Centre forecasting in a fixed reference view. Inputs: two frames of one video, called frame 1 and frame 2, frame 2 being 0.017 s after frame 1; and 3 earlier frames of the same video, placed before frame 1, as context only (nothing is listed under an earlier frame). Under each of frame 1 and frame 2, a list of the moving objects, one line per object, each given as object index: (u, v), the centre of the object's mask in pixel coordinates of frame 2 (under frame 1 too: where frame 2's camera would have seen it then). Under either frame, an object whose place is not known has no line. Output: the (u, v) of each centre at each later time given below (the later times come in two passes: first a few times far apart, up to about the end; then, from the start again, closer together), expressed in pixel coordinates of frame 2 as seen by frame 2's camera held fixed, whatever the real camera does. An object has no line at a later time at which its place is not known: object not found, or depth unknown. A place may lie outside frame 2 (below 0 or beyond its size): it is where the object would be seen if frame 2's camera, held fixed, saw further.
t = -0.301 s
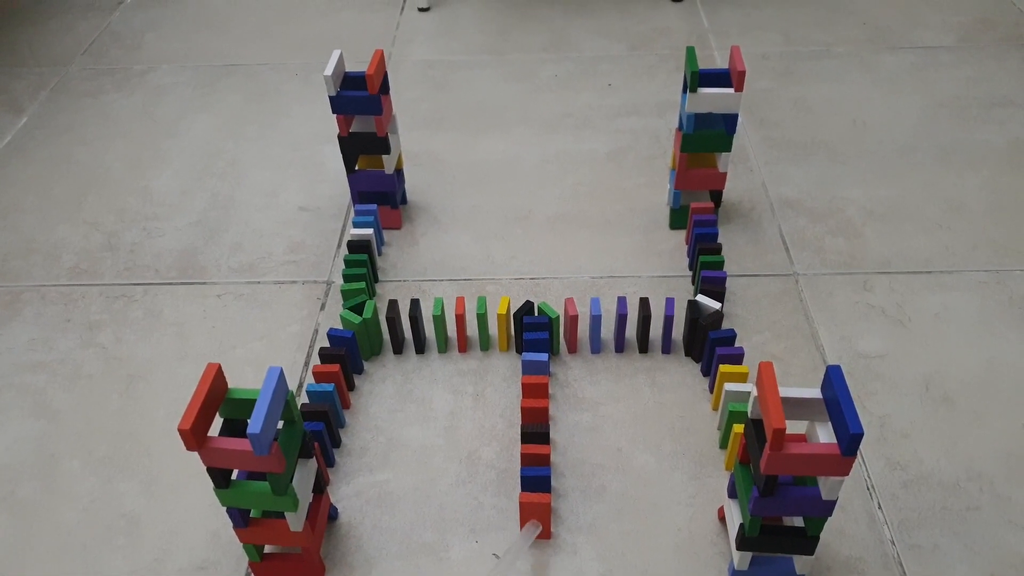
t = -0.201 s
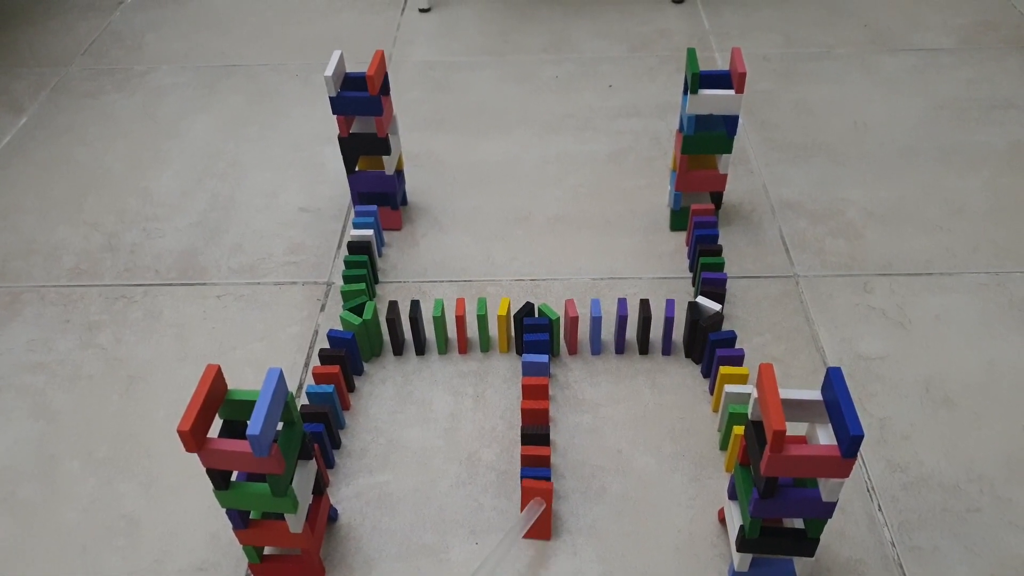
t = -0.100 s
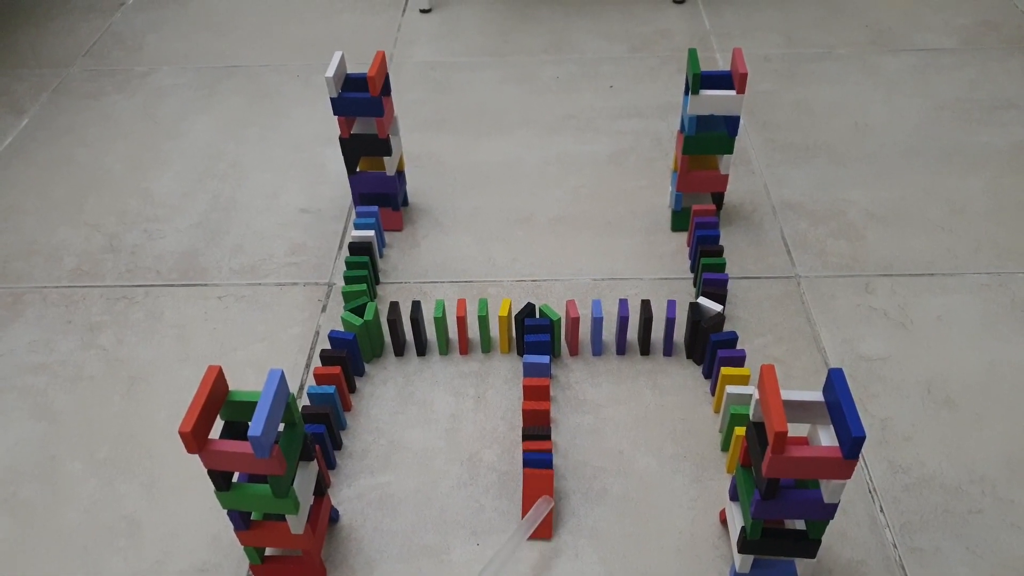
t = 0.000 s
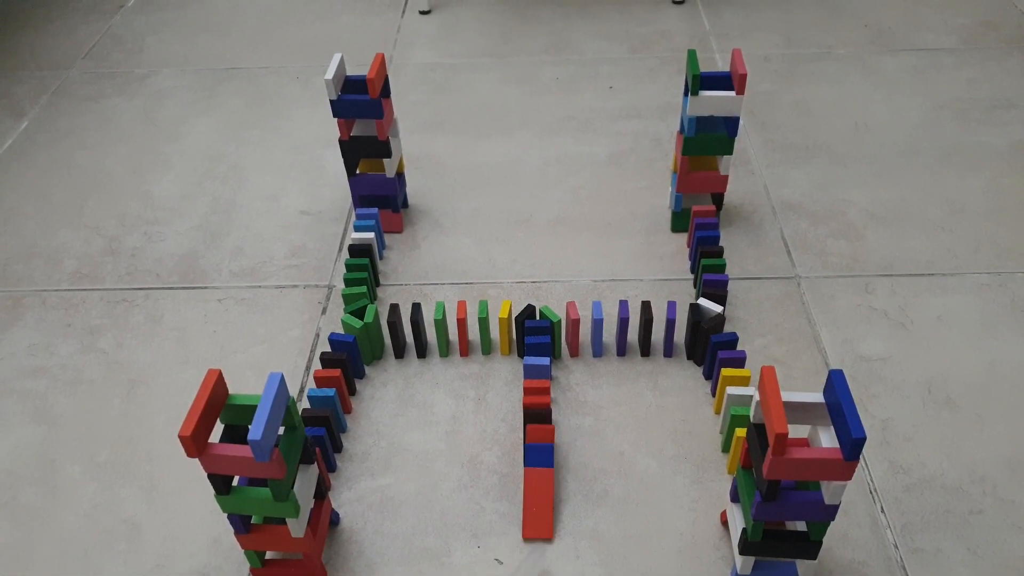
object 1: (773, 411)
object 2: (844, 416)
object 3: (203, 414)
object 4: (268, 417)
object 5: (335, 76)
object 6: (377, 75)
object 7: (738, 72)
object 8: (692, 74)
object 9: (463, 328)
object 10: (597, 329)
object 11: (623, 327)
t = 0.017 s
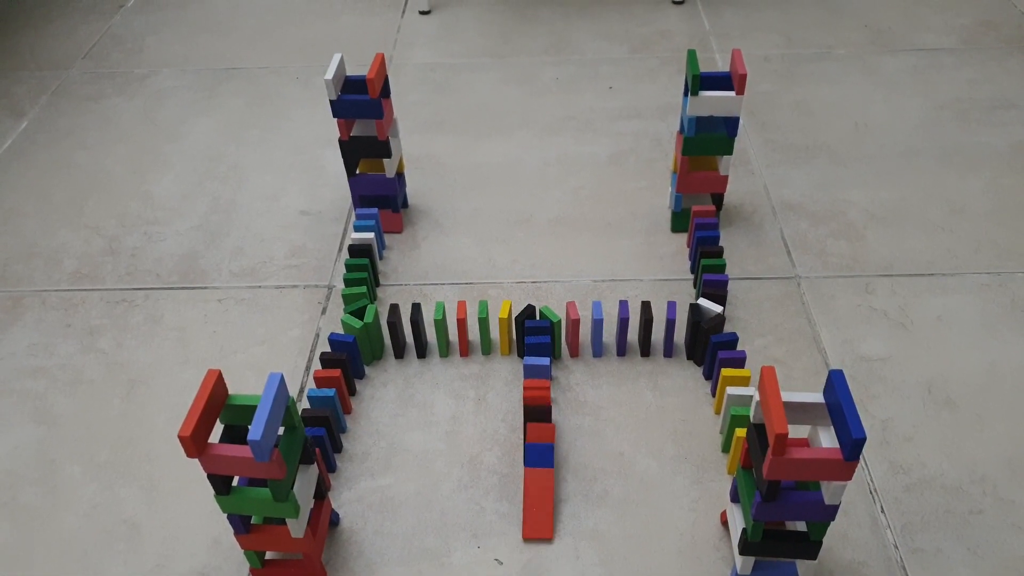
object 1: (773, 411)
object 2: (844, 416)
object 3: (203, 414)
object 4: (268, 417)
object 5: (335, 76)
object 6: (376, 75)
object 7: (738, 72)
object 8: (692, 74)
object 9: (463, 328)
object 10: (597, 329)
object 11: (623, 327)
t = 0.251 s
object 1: (773, 411)
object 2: (844, 416)
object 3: (204, 413)
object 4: (269, 417)
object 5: (335, 76)
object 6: (376, 75)
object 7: (738, 72)
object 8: (692, 74)
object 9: (452, 329)
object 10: (613, 332)
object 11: (631, 329)
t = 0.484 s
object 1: (773, 411)
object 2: (844, 416)
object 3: (204, 413)
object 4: (269, 417)
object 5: (335, 76)
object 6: (376, 75)
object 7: (738, 72)
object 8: (692, 74)
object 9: (429, 337)
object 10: (627, 341)
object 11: (658, 339)
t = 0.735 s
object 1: (763, 375)
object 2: (829, 376)
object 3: (222, 383)
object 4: (285, 382)
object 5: (333, 90)
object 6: (375, 89)
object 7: (741, 82)
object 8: (694, 83)
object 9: (430, 337)
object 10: (627, 341)
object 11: (657, 339)
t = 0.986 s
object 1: (713, 343)
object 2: (781, 320)
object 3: (303, 367)
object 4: (371, 357)
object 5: (343, 293)
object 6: (403, 309)
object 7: (771, 280)
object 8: (700, 292)
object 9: (436, 339)
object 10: (626, 337)
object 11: (648, 335)
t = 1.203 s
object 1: (701, 353)
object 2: (857, 260)
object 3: (273, 316)
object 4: (391, 362)
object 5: (301, 357)
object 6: (410, 350)
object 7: (884, 403)
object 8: (644, 300)
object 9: (444, 344)
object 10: (609, 334)
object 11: (636, 325)
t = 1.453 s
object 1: (686, 376)
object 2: (866, 254)
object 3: (260, 320)
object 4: (398, 368)
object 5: (248, 375)
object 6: (413, 355)
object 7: (907, 417)
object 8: (612, 294)
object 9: (444, 344)
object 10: (603, 336)
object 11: (637, 326)
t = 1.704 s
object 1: (685, 376)
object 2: (866, 254)
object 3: (260, 321)
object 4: (399, 365)
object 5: (248, 375)
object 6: (434, 370)
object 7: (908, 417)
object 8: (612, 295)
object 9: (443, 344)
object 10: (603, 337)
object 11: (637, 327)
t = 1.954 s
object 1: (685, 376)
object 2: (866, 253)
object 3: (259, 319)
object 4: (399, 364)
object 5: (248, 373)
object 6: (436, 371)
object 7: (908, 417)
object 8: (611, 294)
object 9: (442, 344)
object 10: (602, 336)
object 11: (636, 326)
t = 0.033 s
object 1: (773, 411)
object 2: (844, 416)
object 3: (203, 414)
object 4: (268, 417)
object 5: (335, 76)
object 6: (376, 75)
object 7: (738, 72)
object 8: (692, 74)
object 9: (463, 328)
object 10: (597, 329)
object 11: (623, 328)
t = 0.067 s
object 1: (773, 411)
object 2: (844, 416)
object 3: (203, 413)
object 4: (268, 417)
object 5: (335, 76)
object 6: (376, 75)
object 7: (738, 72)
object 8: (692, 74)
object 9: (463, 328)
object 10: (597, 329)
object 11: (623, 328)
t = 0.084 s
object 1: (773, 411)
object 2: (844, 415)
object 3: (203, 413)
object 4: (268, 417)
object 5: (335, 76)
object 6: (377, 75)
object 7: (738, 72)
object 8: (692, 74)
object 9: (463, 328)
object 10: (597, 329)
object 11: (623, 327)
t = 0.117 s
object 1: (773, 411)
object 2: (844, 416)
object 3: (203, 413)
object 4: (268, 417)
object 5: (335, 76)
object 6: (376, 75)
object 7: (738, 72)
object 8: (692, 74)
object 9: (462, 328)
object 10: (597, 329)
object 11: (623, 327)
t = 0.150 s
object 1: (773, 411)
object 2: (844, 416)
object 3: (204, 413)
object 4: (268, 417)
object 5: (335, 76)
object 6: (377, 75)
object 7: (738, 72)
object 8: (692, 74)
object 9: (462, 328)
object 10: (597, 329)
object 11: (623, 327)
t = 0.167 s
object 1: (773, 411)
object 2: (844, 416)
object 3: (204, 413)
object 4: (269, 417)
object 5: (335, 76)
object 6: (376, 75)
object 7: (738, 72)
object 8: (692, 74)
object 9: (462, 328)
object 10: (597, 329)
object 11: (623, 327)
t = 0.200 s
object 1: (773, 411)
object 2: (844, 416)
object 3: (204, 413)
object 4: (269, 417)
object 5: (335, 76)
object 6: (376, 75)
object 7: (738, 72)
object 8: (692, 74)
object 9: (462, 328)
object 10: (603, 331)
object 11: (622, 328)
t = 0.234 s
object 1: (773, 411)
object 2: (844, 416)
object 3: (204, 413)
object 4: (269, 417)
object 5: (335, 76)
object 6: (376, 75)
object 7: (738, 72)
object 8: (692, 74)
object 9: (456, 329)
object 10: (610, 331)
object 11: (626, 329)
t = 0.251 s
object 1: (773, 411)
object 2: (844, 416)
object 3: (204, 413)
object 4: (269, 417)
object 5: (335, 76)
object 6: (376, 75)
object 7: (738, 72)
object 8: (692, 74)
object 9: (452, 329)
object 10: (613, 332)
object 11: (631, 329)
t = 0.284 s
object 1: (773, 411)
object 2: (844, 416)
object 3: (204, 413)
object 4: (269, 417)
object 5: (335, 76)
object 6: (376, 75)
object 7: (738, 72)
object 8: (692, 74)
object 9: (445, 330)
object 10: (619, 334)
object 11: (639, 331)
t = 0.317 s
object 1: (773, 411)
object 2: (844, 416)
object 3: (204, 413)
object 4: (269, 417)
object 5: (335, 76)
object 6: (376, 75)
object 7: (738, 72)
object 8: (692, 74)
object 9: (438, 331)
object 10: (623, 337)
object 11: (647, 331)
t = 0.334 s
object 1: (773, 411)
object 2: (844, 416)
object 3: (204, 413)
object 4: (269, 417)
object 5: (335, 76)
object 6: (376, 75)
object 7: (738, 72)
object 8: (692, 74)
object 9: (436, 332)
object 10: (624, 338)
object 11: (649, 333)
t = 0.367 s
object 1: (773, 411)
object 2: (844, 416)
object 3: (204, 413)
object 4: (269, 417)
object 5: (335, 76)
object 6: (376, 75)
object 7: (738, 72)
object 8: (692, 74)
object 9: (432, 334)
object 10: (625, 339)
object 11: (652, 335)
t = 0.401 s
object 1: (773, 411)
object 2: (844, 416)
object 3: (204, 413)
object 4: (269, 417)
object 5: (335, 76)
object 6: (376, 75)
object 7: (738, 72)
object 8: (692, 75)
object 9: (430, 336)
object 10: (627, 341)
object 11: (655, 337)
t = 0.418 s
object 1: (773, 411)
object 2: (844, 416)
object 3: (204, 413)
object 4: (269, 417)
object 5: (335, 76)
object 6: (376, 75)
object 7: (738, 72)
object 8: (692, 74)
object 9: (430, 337)
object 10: (627, 341)
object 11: (656, 338)
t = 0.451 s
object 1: (773, 411)
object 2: (844, 416)
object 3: (204, 413)
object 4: (269, 417)
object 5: (335, 76)
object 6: (376, 75)
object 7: (738, 72)
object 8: (692, 74)
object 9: (429, 337)
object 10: (627, 341)
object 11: (658, 339)
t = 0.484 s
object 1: (773, 411)
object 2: (844, 416)
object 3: (204, 413)
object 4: (269, 417)
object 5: (335, 76)
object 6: (376, 75)
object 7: (738, 72)
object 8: (692, 74)
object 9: (429, 337)
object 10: (627, 341)
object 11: (658, 339)
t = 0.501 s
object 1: (773, 411)
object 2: (844, 416)
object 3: (204, 413)
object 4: (269, 417)
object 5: (335, 76)
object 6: (376, 75)
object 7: (738, 72)
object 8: (692, 74)
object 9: (429, 337)
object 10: (627, 342)
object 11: (658, 339)
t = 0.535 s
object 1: (773, 411)
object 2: (844, 416)
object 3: (204, 413)
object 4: (268, 417)
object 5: (335, 76)
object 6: (377, 75)
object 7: (739, 72)
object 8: (692, 74)
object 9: (429, 337)
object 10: (627, 341)
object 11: (658, 339)
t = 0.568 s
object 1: (773, 411)
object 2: (844, 416)
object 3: (203, 413)
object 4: (268, 417)
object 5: (335, 76)
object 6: (377, 75)
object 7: (738, 71)
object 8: (692, 74)
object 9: (429, 337)
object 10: (627, 341)
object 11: (658, 339)
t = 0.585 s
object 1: (773, 411)
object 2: (844, 416)
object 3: (203, 413)
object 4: (268, 417)
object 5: (335, 76)
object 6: (377, 75)
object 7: (738, 71)
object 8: (692, 74)
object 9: (429, 337)
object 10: (627, 341)
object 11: (658, 339)
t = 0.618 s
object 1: (773, 409)
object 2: (842, 412)
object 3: (204, 412)
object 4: (268, 416)
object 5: (335, 76)
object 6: (377, 75)
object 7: (738, 71)
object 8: (692, 74)
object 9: (429, 337)
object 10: (627, 341)
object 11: (658, 339)
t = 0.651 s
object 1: (771, 402)
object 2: (841, 406)
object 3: (207, 407)
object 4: (270, 410)
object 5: (335, 78)
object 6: (376, 77)
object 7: (738, 72)
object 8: (692, 75)
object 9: (429, 337)
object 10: (627, 341)
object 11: (658, 339)
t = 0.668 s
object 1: (770, 399)
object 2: (839, 402)
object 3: (208, 403)
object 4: (272, 406)
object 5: (334, 79)
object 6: (376, 78)
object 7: (739, 73)
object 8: (692, 75)
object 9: (429, 337)
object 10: (627, 341)
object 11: (658, 339)
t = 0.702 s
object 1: (767, 387)
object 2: (835, 390)
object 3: (214, 393)
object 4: (277, 394)
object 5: (334, 83)
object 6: (375, 82)
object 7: (740, 76)
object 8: (693, 78)
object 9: (429, 337)
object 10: (627, 341)
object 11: (657, 339)
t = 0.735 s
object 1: (763, 375)
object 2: (829, 376)
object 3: (222, 383)
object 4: (285, 382)
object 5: (333, 90)
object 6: (375, 89)
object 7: (741, 82)
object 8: (694, 83)
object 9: (430, 337)
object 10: (627, 341)
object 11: (657, 339)
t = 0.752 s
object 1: (761, 368)
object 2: (825, 369)
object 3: (227, 379)
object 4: (289, 378)
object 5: (332, 95)
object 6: (374, 94)
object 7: (742, 87)
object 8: (695, 87)
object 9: (430, 337)
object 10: (627, 341)
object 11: (657, 339)
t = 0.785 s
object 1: (754, 354)
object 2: (815, 354)
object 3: (240, 381)
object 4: (300, 376)
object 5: (331, 108)
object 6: (374, 109)
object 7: (744, 98)
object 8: (697, 98)
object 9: (430, 337)
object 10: (627, 341)
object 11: (657, 339)
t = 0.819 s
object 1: (745, 341)
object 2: (803, 341)
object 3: (256, 387)
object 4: (312, 383)
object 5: (331, 128)
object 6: (375, 130)
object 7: (748, 115)
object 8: (700, 116)
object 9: (430, 337)
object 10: (627, 341)
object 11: (657, 339)
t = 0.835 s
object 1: (740, 338)
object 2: (796, 339)
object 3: (265, 392)
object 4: (319, 389)
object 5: (331, 142)
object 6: (376, 143)
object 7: (750, 125)
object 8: (701, 126)
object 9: (430, 337)
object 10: (627, 341)
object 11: (657, 339)
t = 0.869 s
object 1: (729, 341)
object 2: (782, 342)
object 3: (280, 401)
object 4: (331, 397)
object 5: (334, 177)
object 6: (380, 179)
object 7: (753, 153)
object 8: (702, 153)
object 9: (430, 336)
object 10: (627, 341)
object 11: (658, 339)
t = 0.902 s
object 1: (717, 348)
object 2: (767, 346)
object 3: (291, 401)
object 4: (343, 394)
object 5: (339, 218)
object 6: (387, 232)
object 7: (754, 192)
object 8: (703, 192)
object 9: (430, 336)
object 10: (627, 341)
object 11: (658, 339)
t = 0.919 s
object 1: (714, 344)
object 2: (764, 339)
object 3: (294, 396)
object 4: (349, 388)
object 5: (341, 249)
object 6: (389, 254)
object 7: (754, 216)
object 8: (702, 215)
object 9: (431, 336)
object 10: (628, 340)
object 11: (657, 339)
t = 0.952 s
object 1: (710, 336)
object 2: (770, 330)
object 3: (298, 380)
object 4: (361, 373)
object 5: (342, 282)
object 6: (400, 291)
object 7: (757, 257)
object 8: (702, 263)
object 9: (432, 336)
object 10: (627, 339)
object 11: (653, 338)
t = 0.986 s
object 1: (713, 343)
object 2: (781, 320)
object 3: (303, 367)
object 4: (371, 357)
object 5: (343, 293)
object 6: (403, 309)
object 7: (771, 280)
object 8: (700, 292)
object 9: (436, 339)
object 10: (626, 337)
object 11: (648, 335)
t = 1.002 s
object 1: (715, 345)
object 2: (790, 315)
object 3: (305, 363)
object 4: (376, 350)
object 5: (345, 303)
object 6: (407, 319)
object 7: (779, 293)
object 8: (697, 296)
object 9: (442, 343)
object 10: (625, 335)
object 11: (645, 333)
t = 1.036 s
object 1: (715, 348)
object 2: (808, 291)
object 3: (302, 349)
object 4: (381, 348)
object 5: (349, 322)
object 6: (406, 327)
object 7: (795, 318)
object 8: (687, 298)
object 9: (444, 344)
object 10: (628, 330)
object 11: (644, 329)
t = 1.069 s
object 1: (712, 348)
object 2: (818, 290)
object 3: (295, 341)
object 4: (384, 350)
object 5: (343, 328)
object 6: (408, 336)
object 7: (815, 344)
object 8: (677, 300)
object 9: (443, 344)
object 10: (623, 330)
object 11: (641, 328)
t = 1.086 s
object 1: (711, 348)
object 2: (825, 284)
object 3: (291, 338)
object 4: (385, 353)
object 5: (340, 332)
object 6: (409, 340)
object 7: (826, 358)
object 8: (673, 301)
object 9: (444, 344)
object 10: (620, 329)
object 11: (639, 326)
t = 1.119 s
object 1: (708, 349)
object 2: (836, 276)
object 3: (284, 330)
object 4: (386, 357)
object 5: (331, 339)
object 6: (409, 346)
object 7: (844, 378)
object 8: (666, 301)
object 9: (444, 344)
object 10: (615, 328)
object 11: (638, 326)
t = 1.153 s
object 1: (705, 349)
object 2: (846, 268)
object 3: (279, 323)
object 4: (389, 360)
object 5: (320, 346)
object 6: (410, 349)
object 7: (862, 391)
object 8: (656, 302)
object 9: (444, 344)
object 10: (612, 330)
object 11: (636, 325)
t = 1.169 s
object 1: (704, 350)
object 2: (851, 265)
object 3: (277, 320)
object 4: (390, 361)
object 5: (314, 350)
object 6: (410, 350)
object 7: (870, 395)
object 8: (652, 301)
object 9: (444, 344)
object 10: (611, 331)
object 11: (635, 324)
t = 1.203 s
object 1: (701, 353)
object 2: (857, 260)
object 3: (273, 316)
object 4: (391, 362)
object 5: (301, 357)
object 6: (410, 350)
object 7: (884, 403)
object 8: (644, 300)
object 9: (444, 344)
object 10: (609, 334)
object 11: (636, 325)
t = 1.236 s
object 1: (696, 357)
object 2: (862, 257)
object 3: (271, 314)
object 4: (394, 363)
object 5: (287, 364)
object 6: (410, 351)
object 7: (895, 409)
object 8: (635, 298)
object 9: (444, 344)
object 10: (605, 334)
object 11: (635, 325)
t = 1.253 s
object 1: (692, 361)
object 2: (864, 255)
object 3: (270, 314)
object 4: (395, 364)
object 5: (281, 366)
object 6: (411, 351)
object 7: (899, 412)
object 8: (631, 296)
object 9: (444, 344)
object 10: (606, 336)
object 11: (636, 325)
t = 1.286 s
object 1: (688, 366)
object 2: (865, 254)
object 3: (267, 315)
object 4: (396, 366)
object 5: (270, 372)
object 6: (411, 352)
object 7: (905, 416)
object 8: (623, 295)
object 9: (444, 344)
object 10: (604, 336)
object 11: (636, 327)
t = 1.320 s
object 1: (686, 370)
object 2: (866, 254)
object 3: (264, 316)
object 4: (398, 367)
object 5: (261, 372)
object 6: (411, 353)
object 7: (907, 417)
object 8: (617, 294)
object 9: (444, 344)
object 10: (603, 336)
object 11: (637, 326)
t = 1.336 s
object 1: (685, 371)
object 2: (866, 254)
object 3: (263, 316)
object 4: (399, 368)
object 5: (257, 373)
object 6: (411, 353)
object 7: (907, 417)
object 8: (615, 294)
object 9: (444, 344)
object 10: (603, 336)
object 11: (637, 326)
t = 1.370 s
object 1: (686, 375)
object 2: (866, 254)
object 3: (261, 319)
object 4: (398, 368)
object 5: (251, 374)
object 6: (412, 353)
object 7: (907, 417)
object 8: (613, 294)
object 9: (444, 344)
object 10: (603, 336)
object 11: (637, 326)
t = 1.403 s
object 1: (686, 374)
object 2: (866, 254)
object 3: (261, 319)
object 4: (399, 368)
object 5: (249, 375)
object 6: (412, 354)
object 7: (907, 417)
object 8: (612, 294)
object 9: (444, 344)
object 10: (603, 336)
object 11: (637, 326)
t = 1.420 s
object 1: (686, 376)
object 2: (866, 254)
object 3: (260, 320)
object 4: (398, 368)
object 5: (248, 375)
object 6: (412, 354)
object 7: (907, 417)
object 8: (612, 294)
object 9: (444, 344)
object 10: (603, 336)
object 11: (637, 326)
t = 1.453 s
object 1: (686, 376)
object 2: (866, 254)
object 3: (260, 320)
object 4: (398, 368)
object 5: (248, 375)
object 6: (413, 355)
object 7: (907, 417)
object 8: (612, 294)
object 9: (444, 344)
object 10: (603, 336)
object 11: (637, 326)
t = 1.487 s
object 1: (686, 376)
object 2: (866, 254)
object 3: (260, 320)
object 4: (398, 368)
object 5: (248, 375)
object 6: (414, 356)
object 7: (907, 417)
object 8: (612, 294)
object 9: (444, 344)
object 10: (603, 336)
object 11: (637, 327)
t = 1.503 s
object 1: (686, 376)
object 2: (866, 254)
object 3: (260, 320)
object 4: (397, 368)
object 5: (248, 375)
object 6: (414, 357)
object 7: (907, 417)
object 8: (612, 294)
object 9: (444, 344)
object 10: (603, 336)
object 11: (637, 326)
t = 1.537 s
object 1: (686, 376)
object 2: (866, 254)
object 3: (260, 320)
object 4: (398, 368)
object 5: (248, 375)
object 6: (415, 358)
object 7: (907, 417)
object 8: (612, 294)
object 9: (444, 344)
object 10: (603, 336)
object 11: (637, 326)
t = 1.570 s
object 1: (686, 376)
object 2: (866, 254)
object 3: (260, 320)
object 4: (398, 368)
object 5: (248, 375)
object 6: (417, 359)
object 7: (907, 417)
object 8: (612, 295)
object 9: (444, 344)
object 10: (603, 337)
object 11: (637, 326)
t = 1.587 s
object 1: (686, 376)
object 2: (866, 254)
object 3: (260, 320)
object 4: (398, 367)
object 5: (248, 375)
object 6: (419, 361)
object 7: (907, 417)
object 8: (612, 295)
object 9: (444, 344)
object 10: (603, 337)
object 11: (637, 326)
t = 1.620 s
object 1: (686, 376)
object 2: (866, 254)
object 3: (260, 320)
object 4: (398, 367)
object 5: (248, 375)
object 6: (422, 364)
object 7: (907, 417)
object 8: (612, 295)
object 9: (444, 344)
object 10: (603, 337)
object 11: (637, 327)
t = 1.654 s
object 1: (685, 376)
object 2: (866, 254)
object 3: (260, 320)
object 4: (399, 365)
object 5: (248, 375)
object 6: (428, 368)
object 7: (907, 417)
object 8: (612, 295)
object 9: (443, 344)
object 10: (603, 337)
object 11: (637, 327)
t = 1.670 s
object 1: (685, 376)
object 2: (866, 254)
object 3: (260, 320)
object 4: (399, 365)
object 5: (248, 375)
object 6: (430, 369)
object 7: (907, 417)
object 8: (612, 295)
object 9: (443, 344)
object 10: (603, 337)
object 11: (637, 327)
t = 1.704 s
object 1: (685, 376)
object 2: (866, 254)
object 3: (260, 321)
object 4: (399, 365)
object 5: (248, 375)
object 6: (434, 370)
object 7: (908, 417)
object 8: (612, 295)
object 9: (443, 344)
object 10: (603, 337)
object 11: (637, 327)
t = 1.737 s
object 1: (685, 376)
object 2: (866, 254)
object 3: (260, 321)
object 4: (399, 365)
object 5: (248, 375)
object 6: (436, 371)
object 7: (908, 417)
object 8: (612, 295)
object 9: (443, 344)
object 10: (603, 337)
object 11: (637, 326)
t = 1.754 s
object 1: (685, 376)
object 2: (866, 254)
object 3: (260, 320)
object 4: (399, 364)
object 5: (248, 375)
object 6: (437, 371)
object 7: (908, 417)
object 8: (612, 295)
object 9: (443, 344)
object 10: (603, 337)
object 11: (636, 327)
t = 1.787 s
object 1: (685, 376)
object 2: (866, 254)
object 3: (260, 320)
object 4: (399, 364)
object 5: (248, 374)
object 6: (437, 371)
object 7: (908, 417)
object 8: (611, 295)
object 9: (443, 344)
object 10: (603, 337)
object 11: (636, 326)
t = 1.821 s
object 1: (685, 376)
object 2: (866, 254)
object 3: (260, 320)
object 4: (399, 364)
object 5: (248, 374)
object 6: (437, 371)
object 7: (908, 417)
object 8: (611, 295)
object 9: (443, 344)
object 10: (603, 337)
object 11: (636, 326)
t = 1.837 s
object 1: (685, 376)
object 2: (866, 254)
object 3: (260, 320)
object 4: (399, 364)
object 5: (248, 374)
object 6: (437, 371)
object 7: (908, 417)
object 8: (611, 295)
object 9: (443, 344)
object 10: (603, 337)
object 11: (636, 327)
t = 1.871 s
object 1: (685, 376)
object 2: (866, 254)
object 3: (260, 320)
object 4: (399, 364)
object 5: (248, 374)
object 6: (437, 371)
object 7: (908, 417)
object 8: (611, 295)
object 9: (443, 344)
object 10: (603, 337)
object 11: (636, 327)
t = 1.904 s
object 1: (685, 376)
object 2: (866, 253)
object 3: (260, 319)
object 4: (399, 364)
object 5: (248, 374)
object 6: (437, 371)
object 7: (908, 417)
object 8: (611, 295)
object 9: (442, 344)
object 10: (602, 336)
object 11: (636, 326)
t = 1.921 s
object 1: (685, 376)
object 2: (866, 253)
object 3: (259, 319)
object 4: (399, 364)
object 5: (248, 374)
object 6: (437, 371)
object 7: (908, 417)
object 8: (611, 294)
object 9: (443, 344)
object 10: (602, 336)
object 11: (635, 326)
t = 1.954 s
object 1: (685, 376)
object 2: (866, 253)
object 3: (259, 319)
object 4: (399, 364)
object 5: (248, 373)
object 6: (436, 371)
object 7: (908, 417)
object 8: (611, 294)
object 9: (442, 344)
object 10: (602, 336)
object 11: (636, 326)
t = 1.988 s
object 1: (684, 376)
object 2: (866, 253)
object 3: (259, 319)
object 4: (398, 364)
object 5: (247, 374)
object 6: (436, 371)
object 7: (908, 418)
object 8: (610, 295)
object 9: (442, 344)
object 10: (602, 336)
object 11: (636, 326)
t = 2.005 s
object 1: (684, 376)
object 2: (866, 253)
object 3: (259, 319)
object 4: (398, 364)
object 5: (248, 373)
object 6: (436, 371)
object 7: (908, 418)
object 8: (610, 294)
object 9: (442, 344)
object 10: (602, 336)
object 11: (635, 327)
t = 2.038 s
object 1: (684, 375)
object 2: (866, 253)
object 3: (259, 318)
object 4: (398, 363)
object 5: (247, 373)
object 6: (436, 370)
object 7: (908, 417)
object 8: (610, 294)
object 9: (442, 344)
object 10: (602, 336)
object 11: (636, 326)
